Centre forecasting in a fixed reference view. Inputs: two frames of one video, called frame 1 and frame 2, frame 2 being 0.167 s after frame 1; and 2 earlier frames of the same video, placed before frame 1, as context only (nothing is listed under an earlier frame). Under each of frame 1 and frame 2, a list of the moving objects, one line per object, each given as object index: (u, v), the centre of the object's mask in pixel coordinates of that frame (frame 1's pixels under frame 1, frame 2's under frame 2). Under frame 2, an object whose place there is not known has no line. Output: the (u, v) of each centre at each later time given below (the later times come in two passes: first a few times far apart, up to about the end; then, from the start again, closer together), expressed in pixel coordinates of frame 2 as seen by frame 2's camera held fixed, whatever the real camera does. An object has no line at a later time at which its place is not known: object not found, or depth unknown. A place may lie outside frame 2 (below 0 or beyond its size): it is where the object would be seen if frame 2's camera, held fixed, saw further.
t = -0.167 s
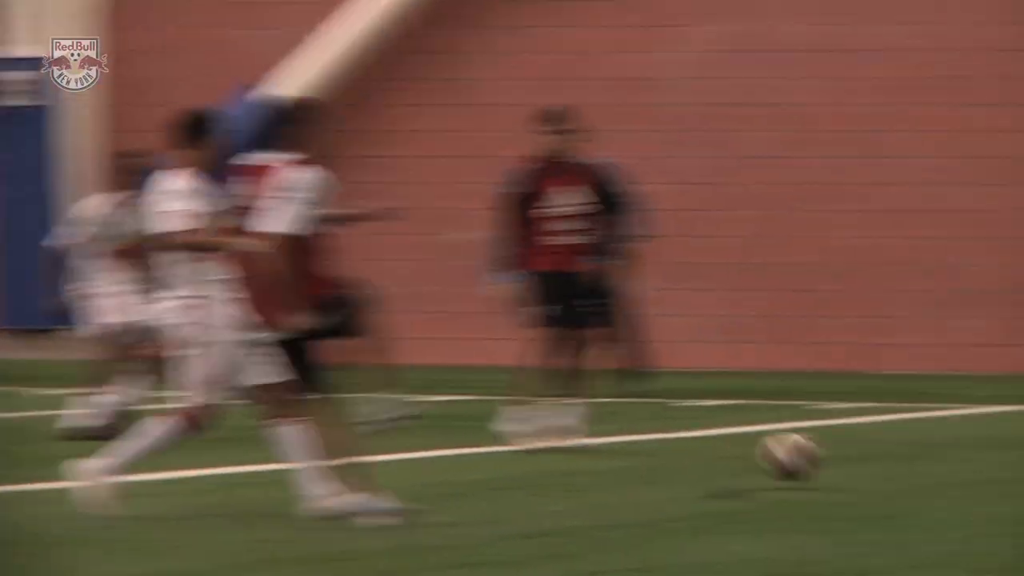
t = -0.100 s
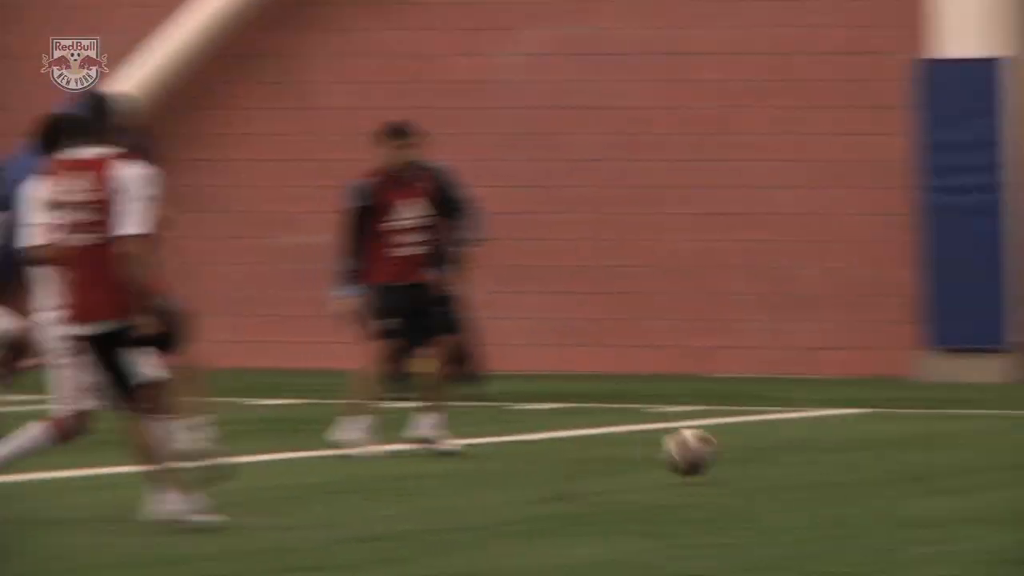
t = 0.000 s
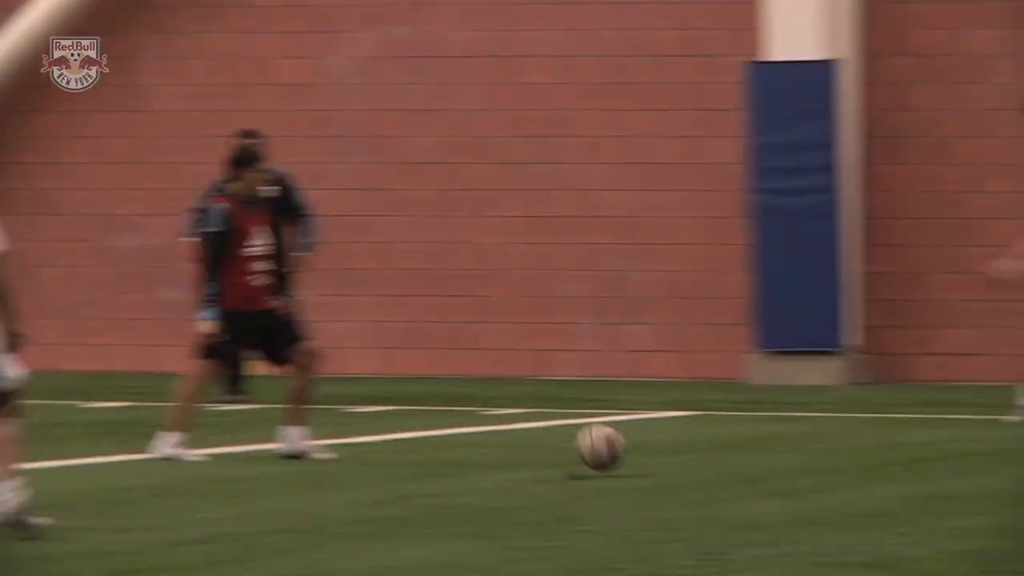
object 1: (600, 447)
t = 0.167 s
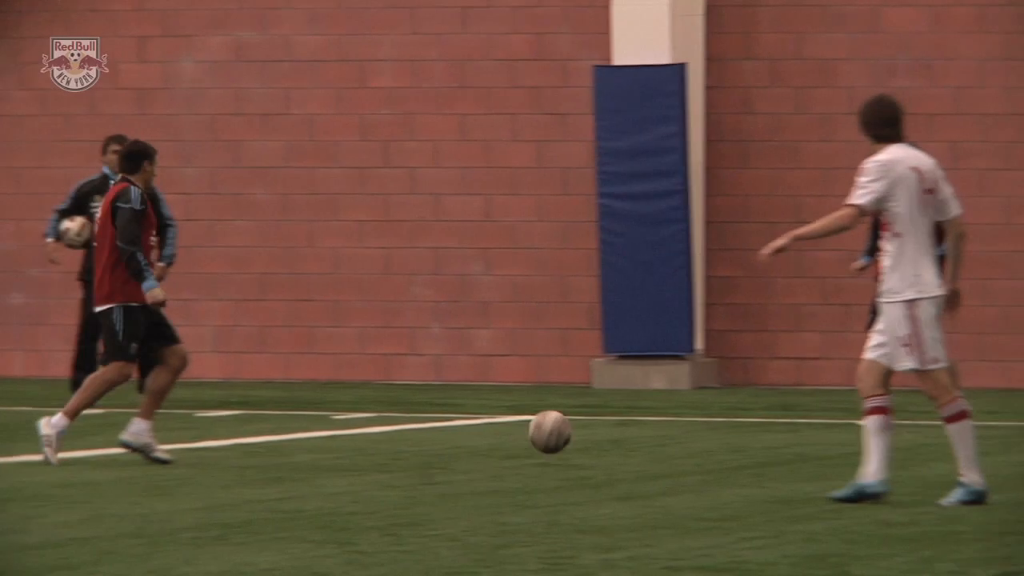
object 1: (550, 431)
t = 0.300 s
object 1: (617, 424)
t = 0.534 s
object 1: (706, 416)
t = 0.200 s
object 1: (570, 437)
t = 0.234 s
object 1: (585, 441)
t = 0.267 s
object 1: (600, 432)
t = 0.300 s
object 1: (617, 424)
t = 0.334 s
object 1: (632, 420)
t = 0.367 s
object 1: (645, 417)
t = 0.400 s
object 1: (659, 419)
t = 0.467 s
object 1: (683, 427)
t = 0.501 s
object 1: (694, 423)
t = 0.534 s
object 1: (706, 416)
